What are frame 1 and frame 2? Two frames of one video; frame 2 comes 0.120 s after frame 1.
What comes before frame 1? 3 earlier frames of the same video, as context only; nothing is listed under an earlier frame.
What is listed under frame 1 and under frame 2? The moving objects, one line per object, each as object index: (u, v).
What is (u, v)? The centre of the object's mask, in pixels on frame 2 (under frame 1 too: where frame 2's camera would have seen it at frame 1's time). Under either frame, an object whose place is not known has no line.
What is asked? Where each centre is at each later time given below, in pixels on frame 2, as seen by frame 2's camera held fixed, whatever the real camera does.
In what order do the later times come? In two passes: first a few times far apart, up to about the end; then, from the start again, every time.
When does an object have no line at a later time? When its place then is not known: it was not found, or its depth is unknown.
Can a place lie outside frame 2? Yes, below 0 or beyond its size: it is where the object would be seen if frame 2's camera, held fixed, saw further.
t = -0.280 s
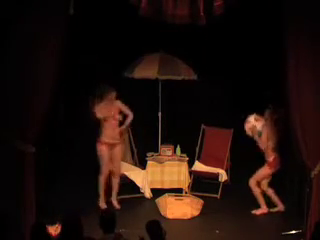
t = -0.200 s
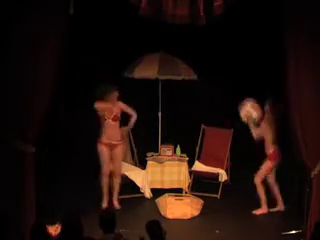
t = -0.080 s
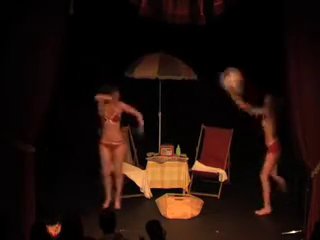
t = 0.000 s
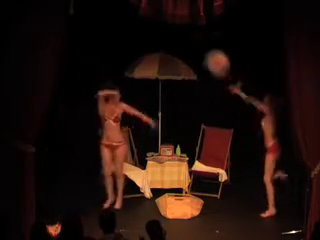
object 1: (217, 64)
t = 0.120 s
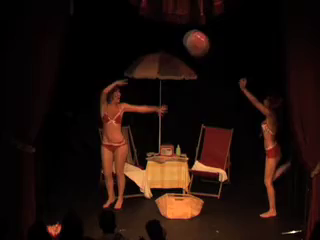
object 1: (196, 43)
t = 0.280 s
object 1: (170, 30)
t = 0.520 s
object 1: (133, 29)
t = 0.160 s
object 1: (189, 37)
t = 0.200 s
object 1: (183, 34)
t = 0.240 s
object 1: (176, 32)
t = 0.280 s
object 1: (170, 30)
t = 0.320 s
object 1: (164, 29)
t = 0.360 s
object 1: (157, 28)
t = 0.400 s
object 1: (151, 27)
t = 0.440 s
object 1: (145, 27)
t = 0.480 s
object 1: (139, 27)
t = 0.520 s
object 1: (133, 29)
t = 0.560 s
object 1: (127, 32)
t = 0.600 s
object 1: (122, 36)
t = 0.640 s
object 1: (116, 41)
